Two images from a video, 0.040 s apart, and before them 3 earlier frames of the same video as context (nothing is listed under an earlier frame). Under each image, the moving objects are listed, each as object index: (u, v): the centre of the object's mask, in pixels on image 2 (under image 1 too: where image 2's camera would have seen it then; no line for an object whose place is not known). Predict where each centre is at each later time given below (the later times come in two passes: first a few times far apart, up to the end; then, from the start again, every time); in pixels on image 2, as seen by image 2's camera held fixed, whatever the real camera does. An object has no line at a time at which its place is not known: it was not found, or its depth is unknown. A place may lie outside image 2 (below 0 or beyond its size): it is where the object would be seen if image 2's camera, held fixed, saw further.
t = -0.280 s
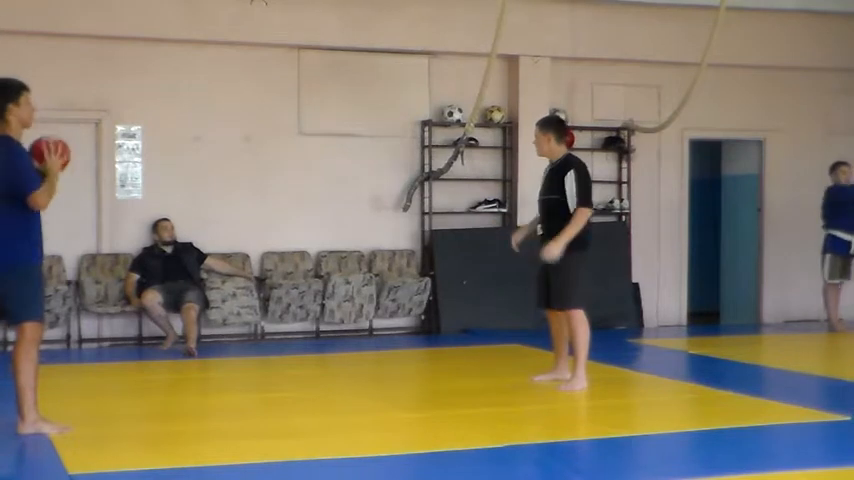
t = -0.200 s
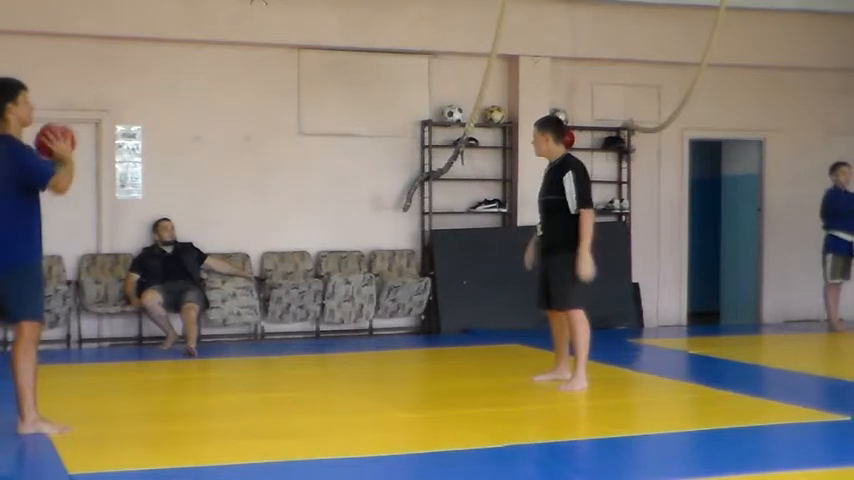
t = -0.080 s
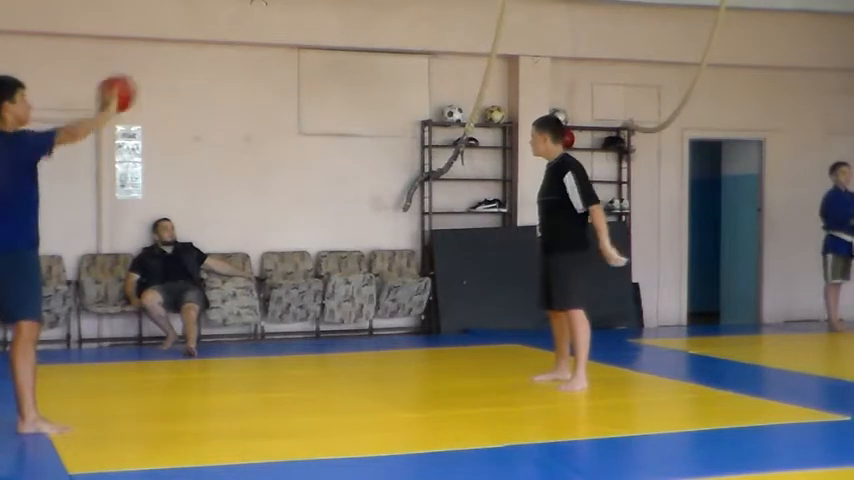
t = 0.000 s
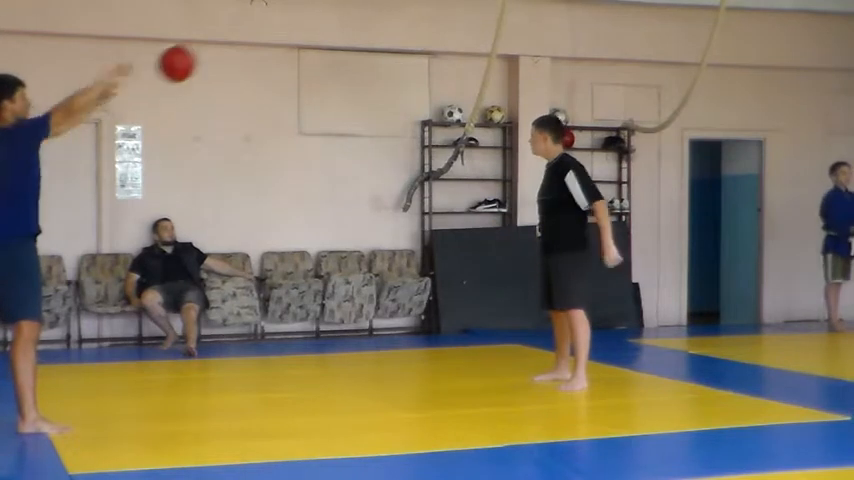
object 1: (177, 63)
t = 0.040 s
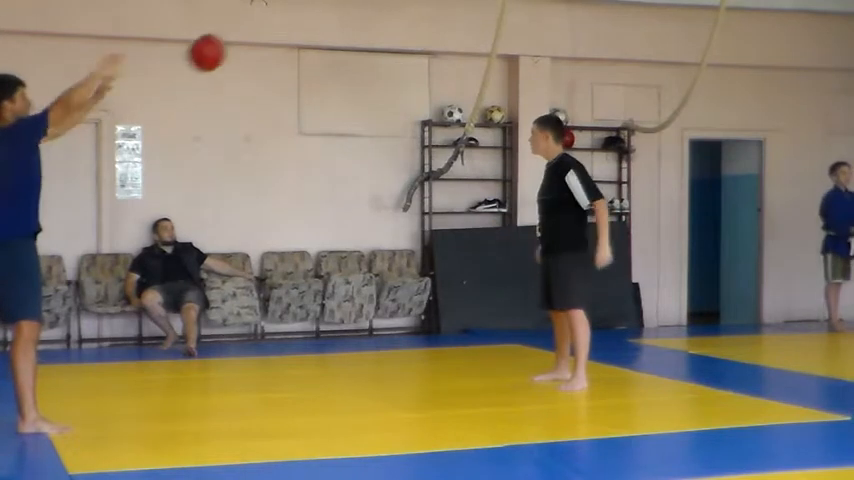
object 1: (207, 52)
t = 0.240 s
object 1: (349, 43)
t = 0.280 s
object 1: (376, 50)
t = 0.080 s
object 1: (236, 45)
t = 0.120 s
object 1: (265, 40)
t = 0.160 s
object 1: (293, 39)
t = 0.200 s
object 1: (321, 39)
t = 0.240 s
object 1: (349, 43)
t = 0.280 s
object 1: (376, 50)
